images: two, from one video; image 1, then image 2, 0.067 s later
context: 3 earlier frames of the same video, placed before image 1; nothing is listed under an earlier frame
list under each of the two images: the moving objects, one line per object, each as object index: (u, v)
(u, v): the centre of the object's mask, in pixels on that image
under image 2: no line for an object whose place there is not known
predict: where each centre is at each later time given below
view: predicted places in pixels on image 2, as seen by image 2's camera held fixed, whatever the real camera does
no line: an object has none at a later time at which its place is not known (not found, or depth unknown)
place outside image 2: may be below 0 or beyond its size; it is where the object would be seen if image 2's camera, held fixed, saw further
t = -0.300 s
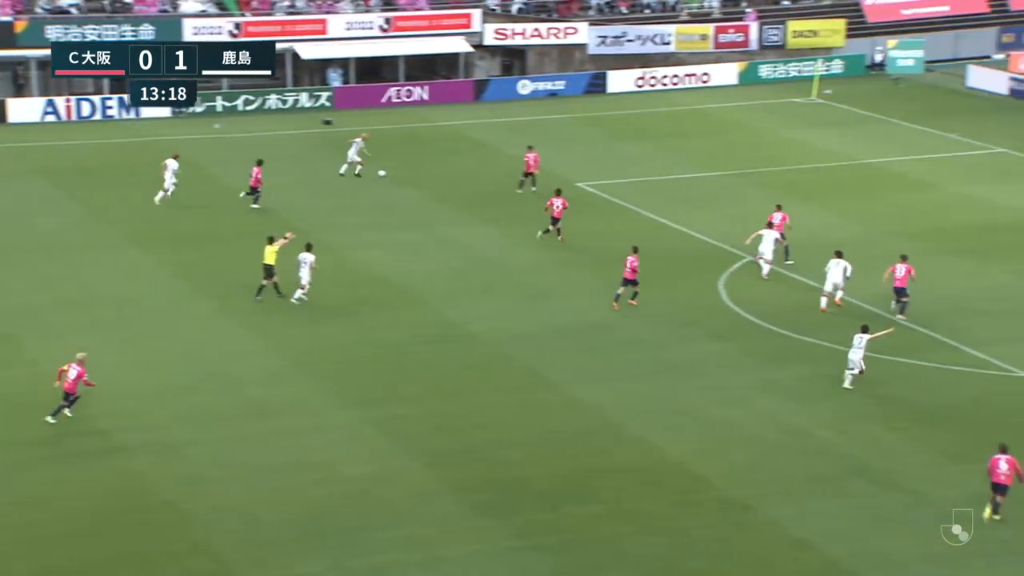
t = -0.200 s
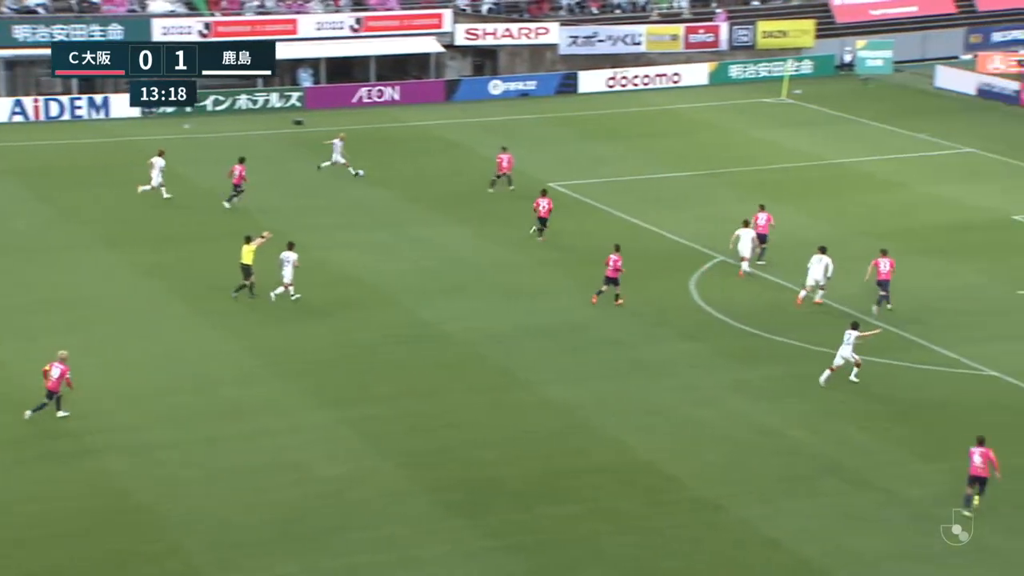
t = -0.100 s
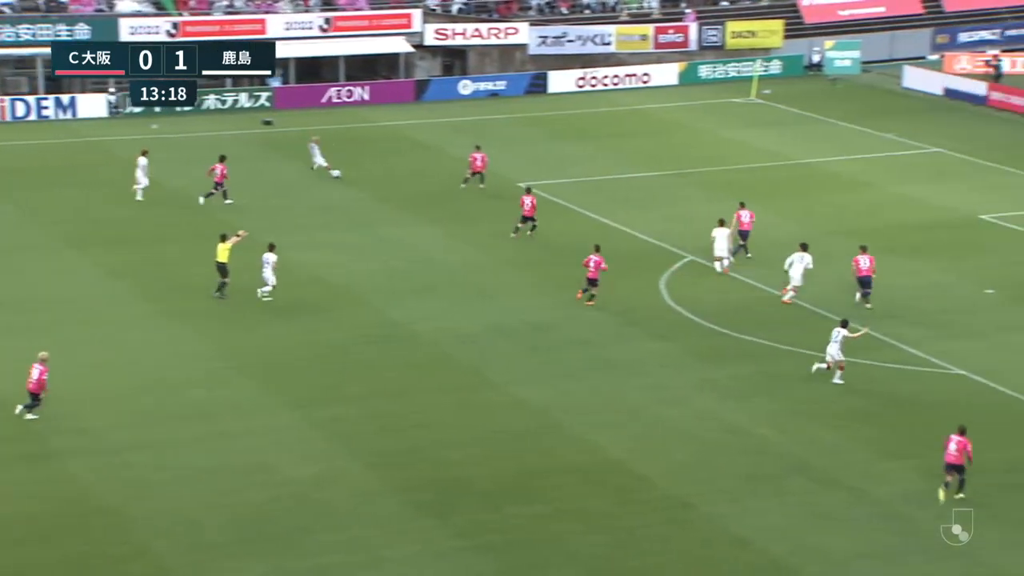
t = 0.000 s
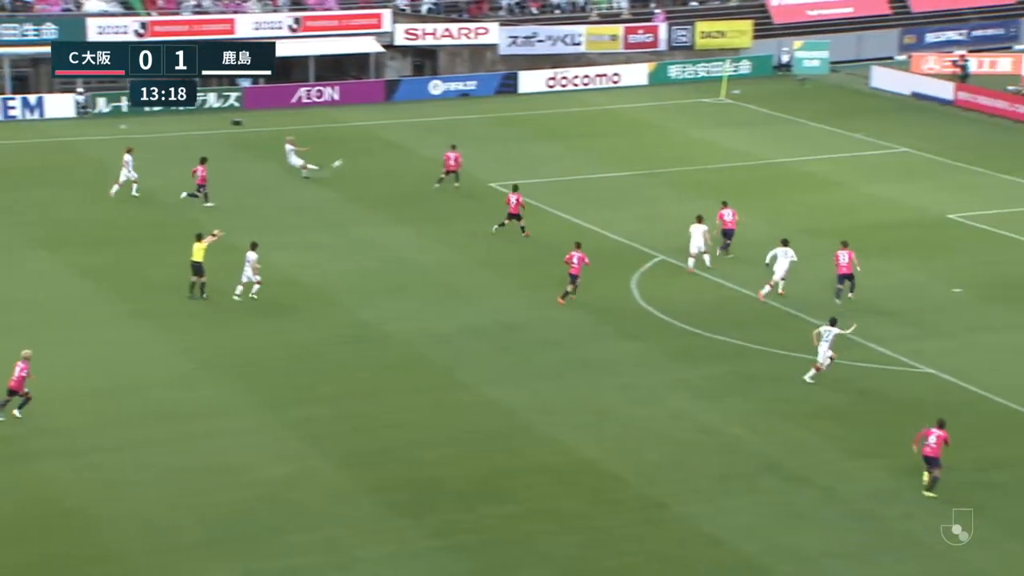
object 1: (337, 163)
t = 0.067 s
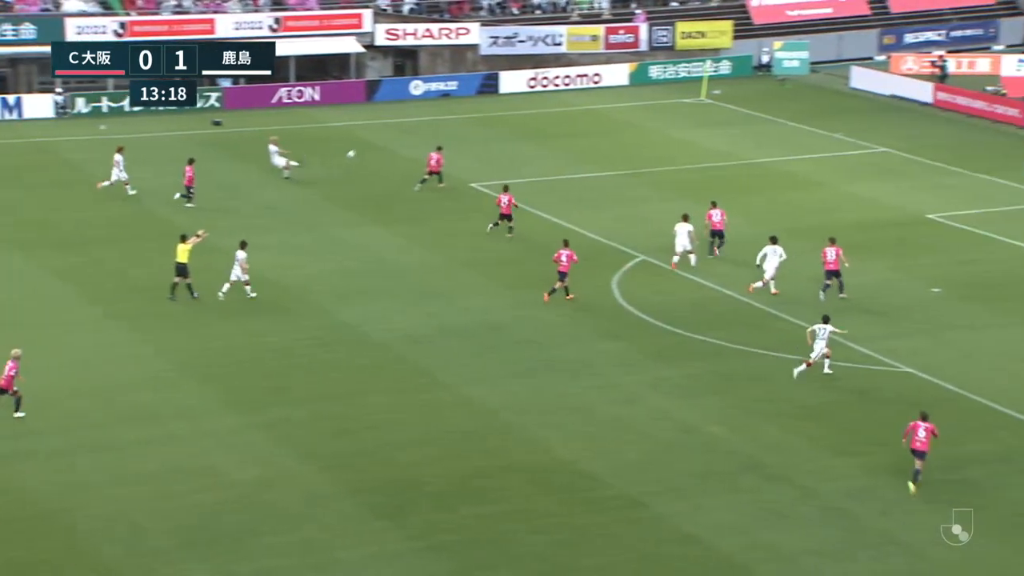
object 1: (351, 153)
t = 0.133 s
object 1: (385, 144)
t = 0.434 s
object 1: (529, 115)
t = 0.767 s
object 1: (677, 110)
